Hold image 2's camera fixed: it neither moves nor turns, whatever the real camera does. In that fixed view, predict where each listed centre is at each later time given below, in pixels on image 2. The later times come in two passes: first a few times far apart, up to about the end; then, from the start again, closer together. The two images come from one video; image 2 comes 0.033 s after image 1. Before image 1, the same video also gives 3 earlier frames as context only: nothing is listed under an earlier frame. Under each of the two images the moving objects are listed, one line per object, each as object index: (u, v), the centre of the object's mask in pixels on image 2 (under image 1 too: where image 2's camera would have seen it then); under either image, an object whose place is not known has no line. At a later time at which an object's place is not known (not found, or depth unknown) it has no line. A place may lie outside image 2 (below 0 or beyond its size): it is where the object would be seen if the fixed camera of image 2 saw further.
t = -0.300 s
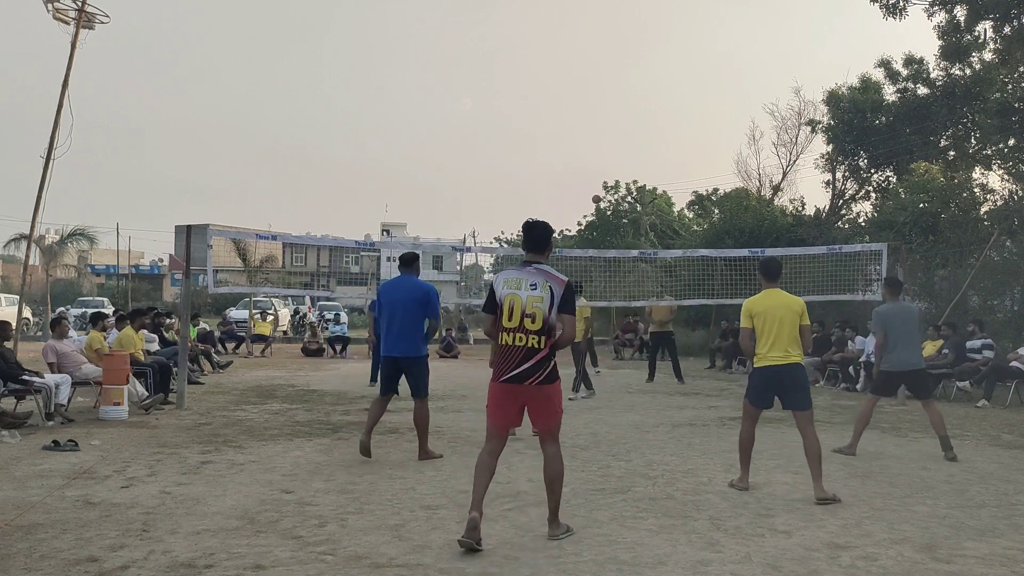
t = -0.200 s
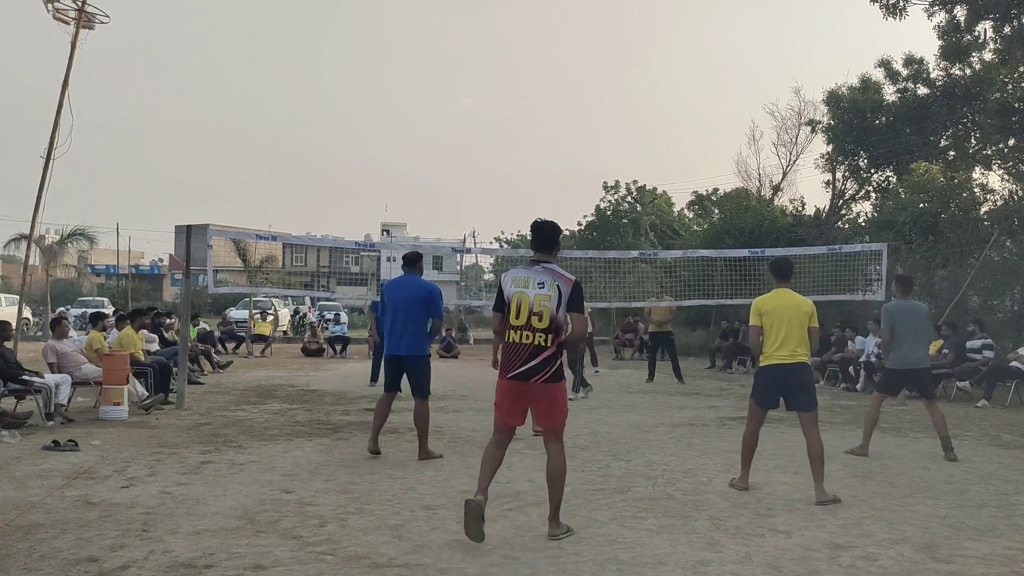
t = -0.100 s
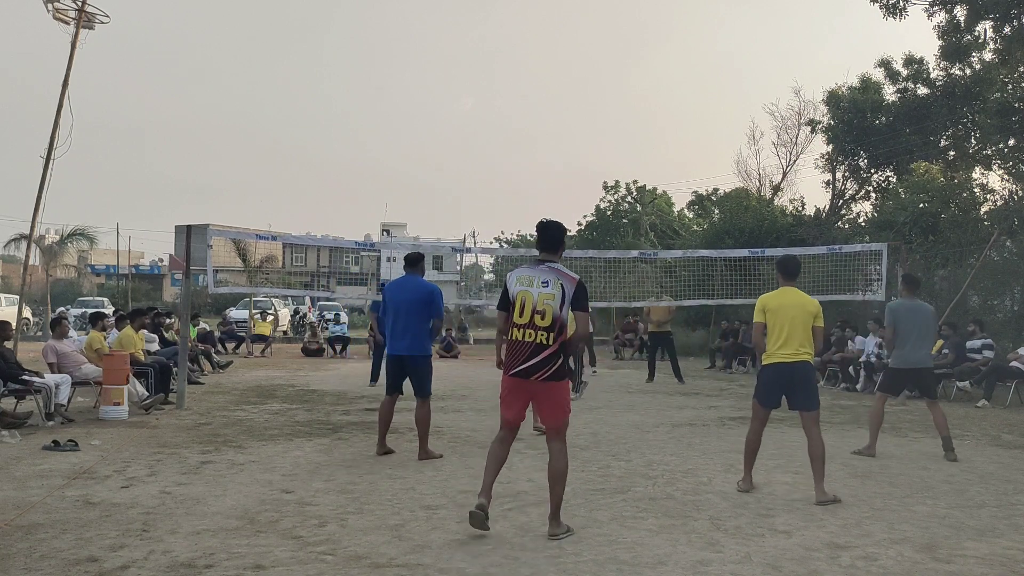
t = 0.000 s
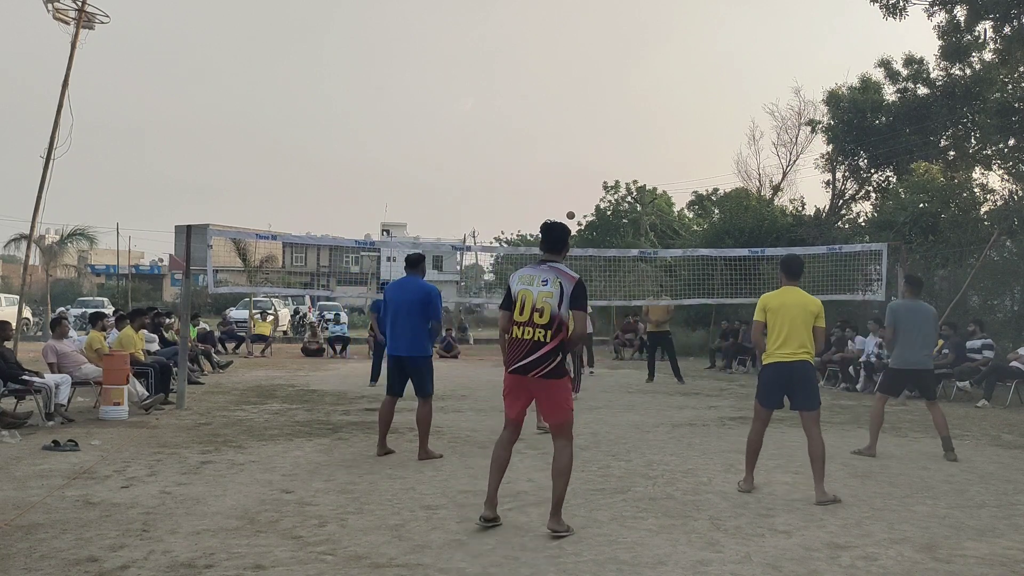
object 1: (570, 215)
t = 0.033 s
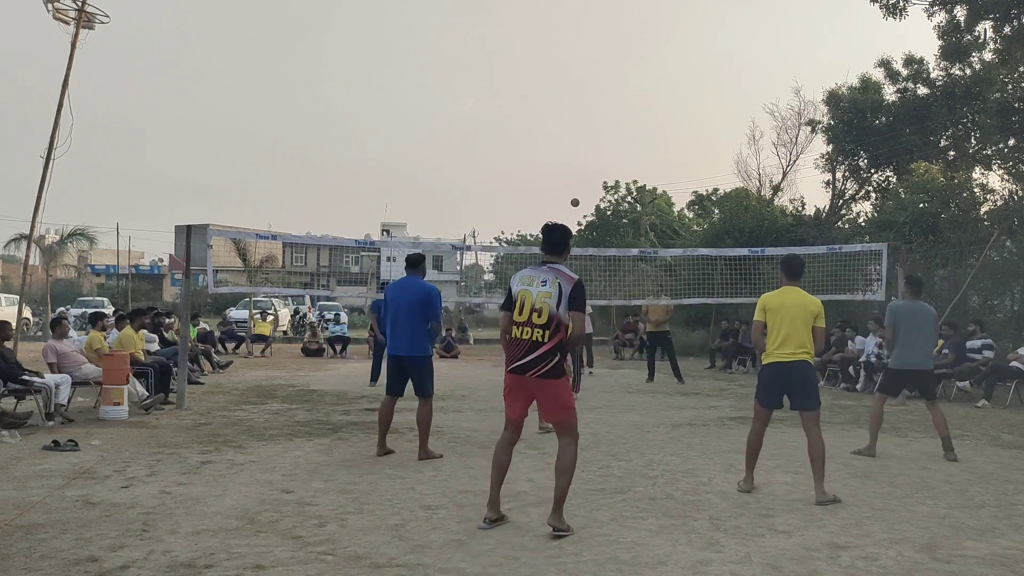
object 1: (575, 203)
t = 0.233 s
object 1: (603, 132)
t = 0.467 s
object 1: (642, 64)
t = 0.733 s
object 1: (700, 17)
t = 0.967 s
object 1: (765, 13)
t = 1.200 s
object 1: (856, 70)
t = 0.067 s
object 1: (579, 190)
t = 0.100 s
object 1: (584, 178)
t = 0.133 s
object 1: (588, 166)
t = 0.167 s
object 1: (593, 154)
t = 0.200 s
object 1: (598, 143)
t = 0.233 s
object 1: (603, 132)
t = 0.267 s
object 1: (608, 121)
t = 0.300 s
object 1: (613, 110)
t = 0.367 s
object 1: (624, 91)
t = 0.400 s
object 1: (630, 81)
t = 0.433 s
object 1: (636, 73)
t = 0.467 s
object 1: (642, 64)
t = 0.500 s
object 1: (649, 56)
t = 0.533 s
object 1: (655, 49)
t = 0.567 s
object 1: (662, 42)
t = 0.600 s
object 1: (669, 36)
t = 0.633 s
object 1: (676, 30)
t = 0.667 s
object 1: (684, 25)
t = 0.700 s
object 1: (692, 21)
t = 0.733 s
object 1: (700, 17)
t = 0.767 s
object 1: (708, 14)
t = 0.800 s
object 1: (716, 12)
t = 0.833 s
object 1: (725, 10)
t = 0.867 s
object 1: (735, 9)
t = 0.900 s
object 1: (745, 10)
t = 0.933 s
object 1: (755, 11)
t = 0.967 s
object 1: (765, 13)
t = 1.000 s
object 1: (776, 17)
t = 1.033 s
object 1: (788, 22)
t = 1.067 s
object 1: (800, 28)
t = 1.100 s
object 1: (813, 36)
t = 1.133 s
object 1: (827, 45)
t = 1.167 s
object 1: (841, 56)
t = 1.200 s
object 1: (856, 70)
